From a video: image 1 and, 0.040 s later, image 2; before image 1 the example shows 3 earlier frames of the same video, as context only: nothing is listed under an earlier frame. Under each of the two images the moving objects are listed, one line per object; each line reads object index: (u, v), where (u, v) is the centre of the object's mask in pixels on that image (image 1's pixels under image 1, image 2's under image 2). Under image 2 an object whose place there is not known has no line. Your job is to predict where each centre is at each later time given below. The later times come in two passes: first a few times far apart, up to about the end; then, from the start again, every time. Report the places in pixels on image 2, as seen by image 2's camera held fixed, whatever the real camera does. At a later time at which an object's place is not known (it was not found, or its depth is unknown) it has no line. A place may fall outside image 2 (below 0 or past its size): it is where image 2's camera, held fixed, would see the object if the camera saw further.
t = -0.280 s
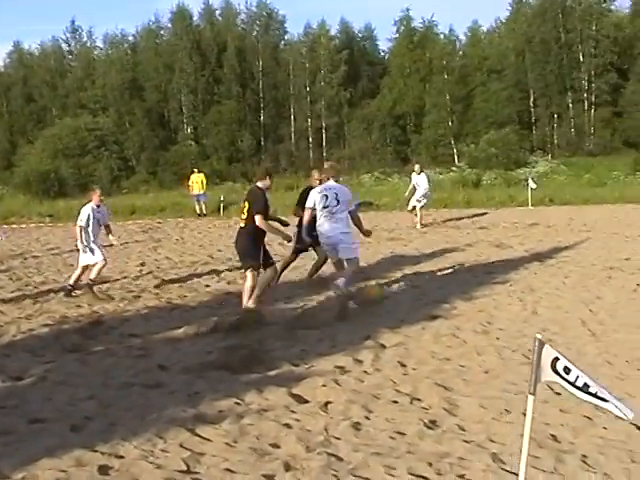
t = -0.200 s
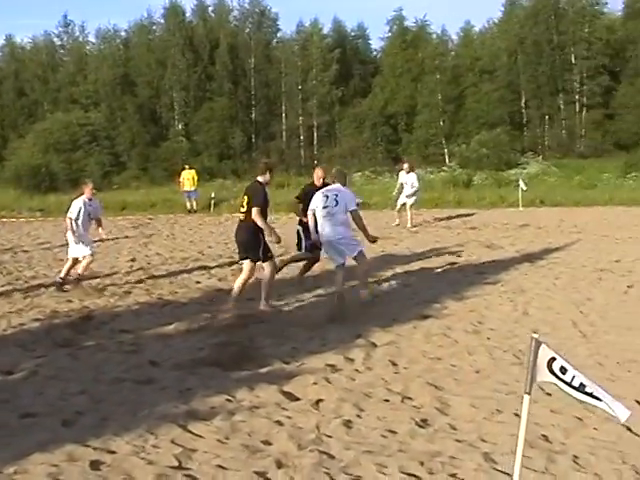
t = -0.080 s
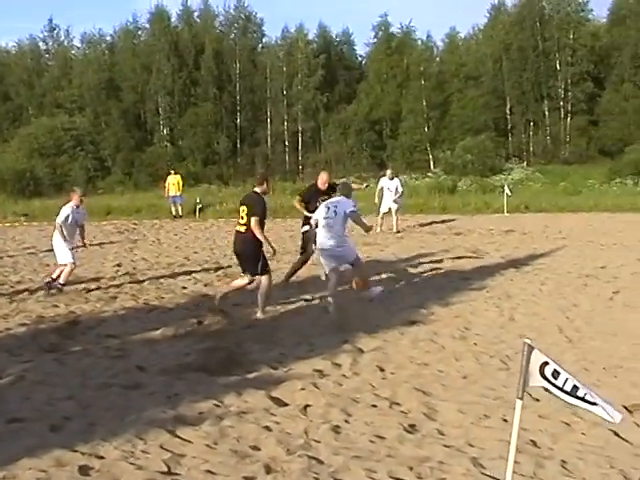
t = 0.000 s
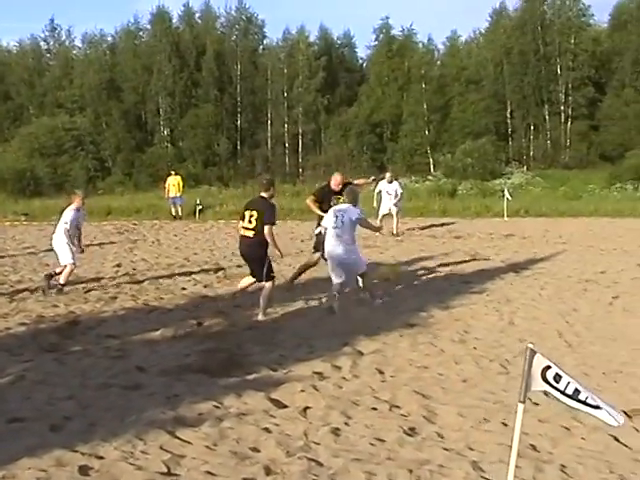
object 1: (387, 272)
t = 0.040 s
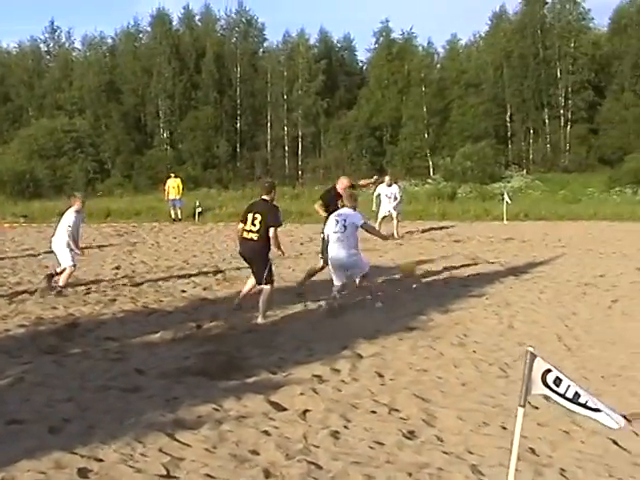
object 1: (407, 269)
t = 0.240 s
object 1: (543, 246)
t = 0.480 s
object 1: (739, 263)
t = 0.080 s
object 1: (434, 261)
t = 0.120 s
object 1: (459, 256)
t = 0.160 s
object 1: (485, 253)
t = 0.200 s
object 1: (514, 248)
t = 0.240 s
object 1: (543, 246)
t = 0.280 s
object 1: (572, 245)
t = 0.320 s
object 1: (603, 246)
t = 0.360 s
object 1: (635, 248)
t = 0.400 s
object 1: (668, 251)
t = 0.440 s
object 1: (704, 256)
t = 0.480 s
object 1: (739, 263)
